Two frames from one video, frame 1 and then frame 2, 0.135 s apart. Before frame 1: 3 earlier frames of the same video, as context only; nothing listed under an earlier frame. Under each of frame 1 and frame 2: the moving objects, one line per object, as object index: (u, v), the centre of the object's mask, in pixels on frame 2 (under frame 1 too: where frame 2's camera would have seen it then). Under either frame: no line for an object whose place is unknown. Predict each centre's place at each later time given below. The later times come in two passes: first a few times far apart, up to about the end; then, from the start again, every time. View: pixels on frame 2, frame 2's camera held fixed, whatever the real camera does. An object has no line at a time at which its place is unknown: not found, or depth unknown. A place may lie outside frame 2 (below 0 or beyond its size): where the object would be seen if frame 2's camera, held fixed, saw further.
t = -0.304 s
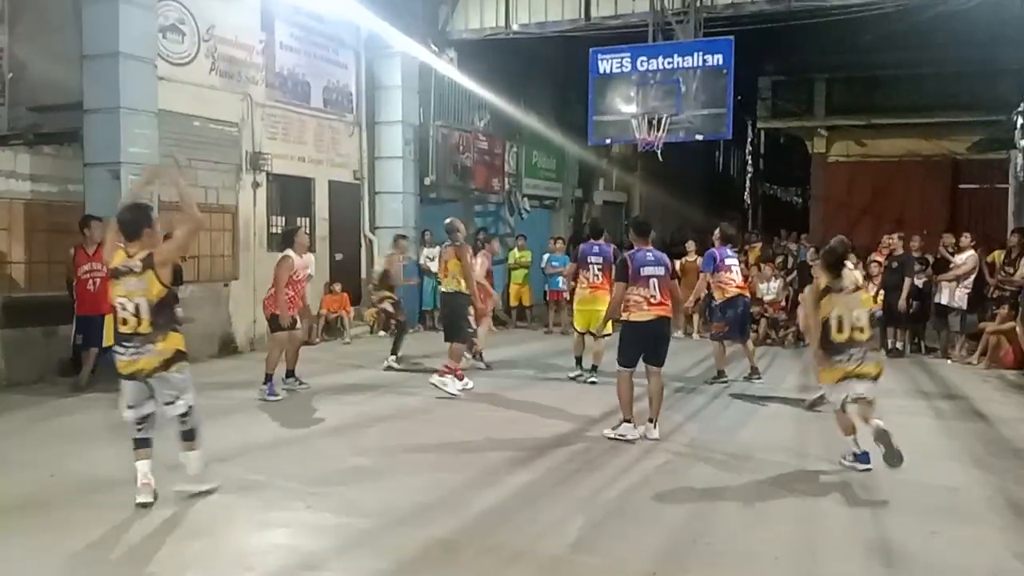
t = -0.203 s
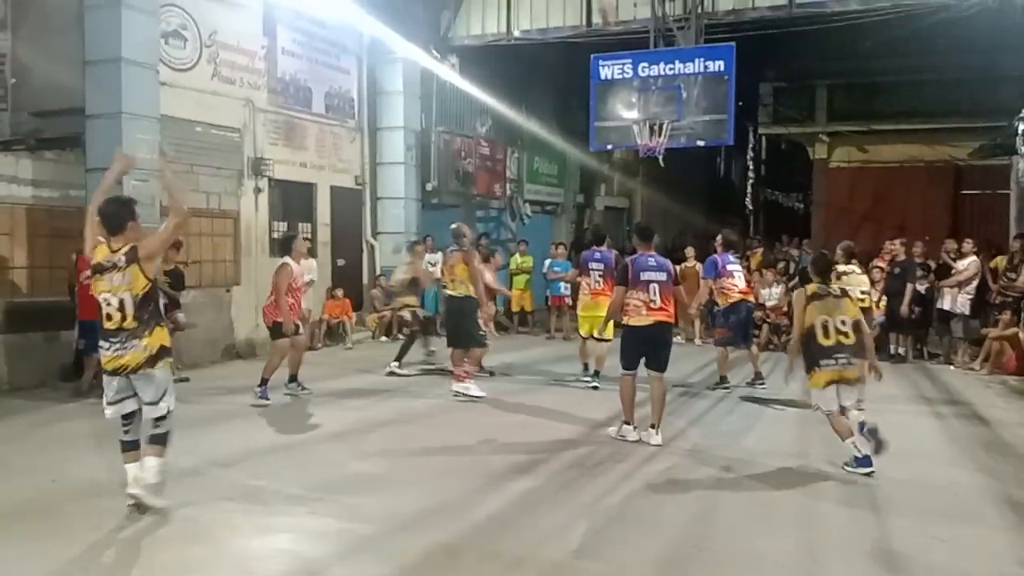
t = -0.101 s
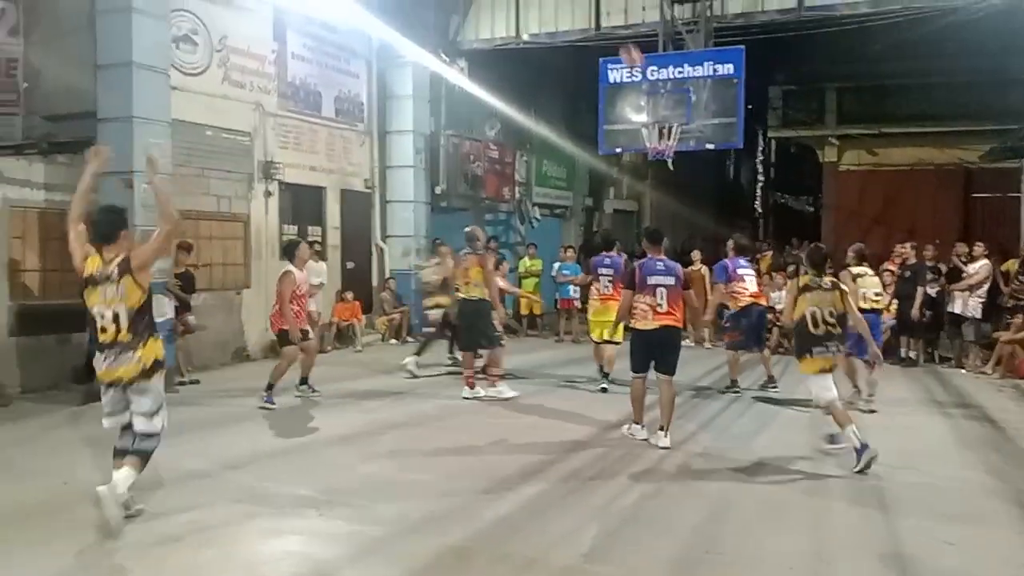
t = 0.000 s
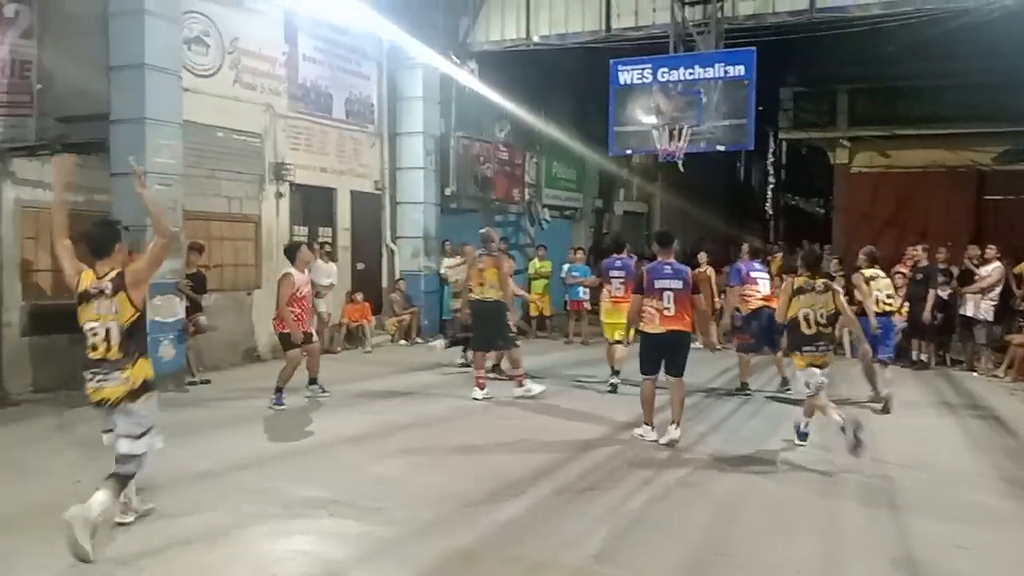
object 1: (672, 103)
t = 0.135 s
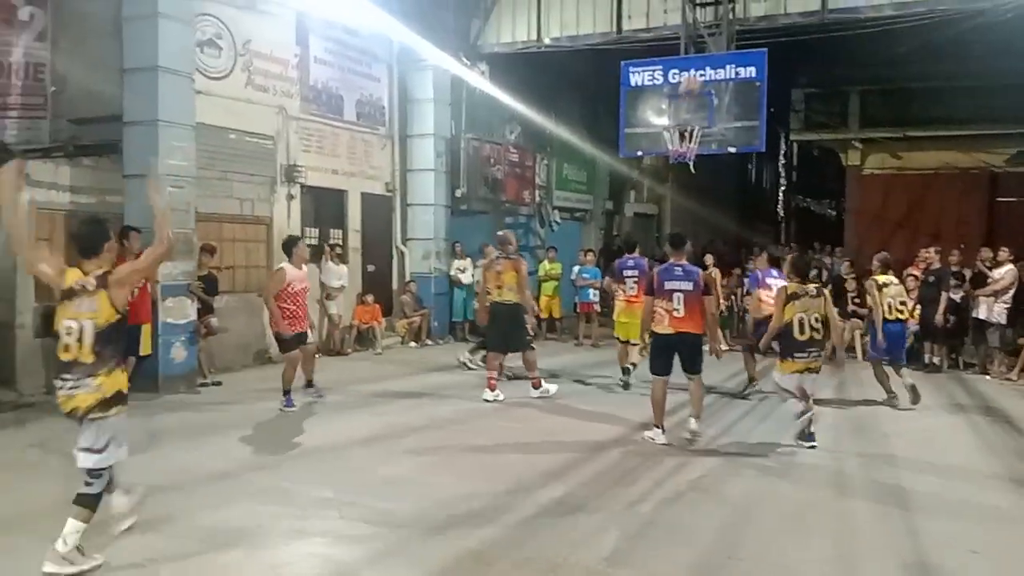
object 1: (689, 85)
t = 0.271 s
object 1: (710, 49)
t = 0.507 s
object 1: (733, 21)
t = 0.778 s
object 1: (758, 44)
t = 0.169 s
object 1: (696, 74)
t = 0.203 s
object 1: (701, 64)
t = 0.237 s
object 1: (707, 56)
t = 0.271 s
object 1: (710, 49)
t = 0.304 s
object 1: (713, 40)
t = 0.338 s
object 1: (715, 35)
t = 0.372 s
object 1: (720, 31)
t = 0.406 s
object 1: (723, 29)
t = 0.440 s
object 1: (726, 26)
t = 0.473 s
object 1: (730, 23)
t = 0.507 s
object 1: (733, 21)
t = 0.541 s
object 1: (735, 22)
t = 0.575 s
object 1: (739, 21)
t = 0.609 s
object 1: (742, 24)
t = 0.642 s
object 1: (745, 27)
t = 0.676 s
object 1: (748, 29)
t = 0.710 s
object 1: (751, 35)
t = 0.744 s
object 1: (755, 39)
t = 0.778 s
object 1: (758, 44)
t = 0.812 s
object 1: (762, 52)
